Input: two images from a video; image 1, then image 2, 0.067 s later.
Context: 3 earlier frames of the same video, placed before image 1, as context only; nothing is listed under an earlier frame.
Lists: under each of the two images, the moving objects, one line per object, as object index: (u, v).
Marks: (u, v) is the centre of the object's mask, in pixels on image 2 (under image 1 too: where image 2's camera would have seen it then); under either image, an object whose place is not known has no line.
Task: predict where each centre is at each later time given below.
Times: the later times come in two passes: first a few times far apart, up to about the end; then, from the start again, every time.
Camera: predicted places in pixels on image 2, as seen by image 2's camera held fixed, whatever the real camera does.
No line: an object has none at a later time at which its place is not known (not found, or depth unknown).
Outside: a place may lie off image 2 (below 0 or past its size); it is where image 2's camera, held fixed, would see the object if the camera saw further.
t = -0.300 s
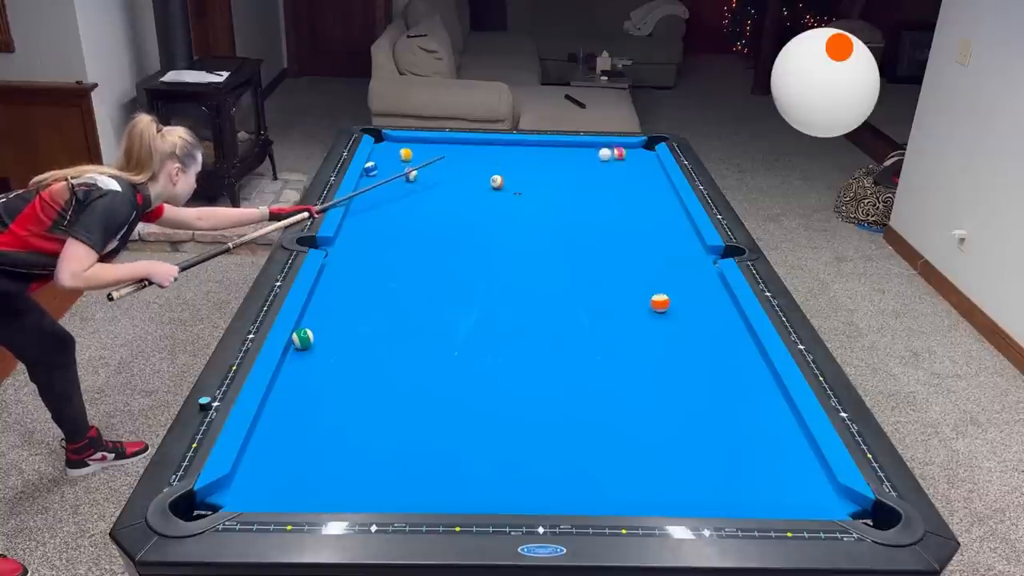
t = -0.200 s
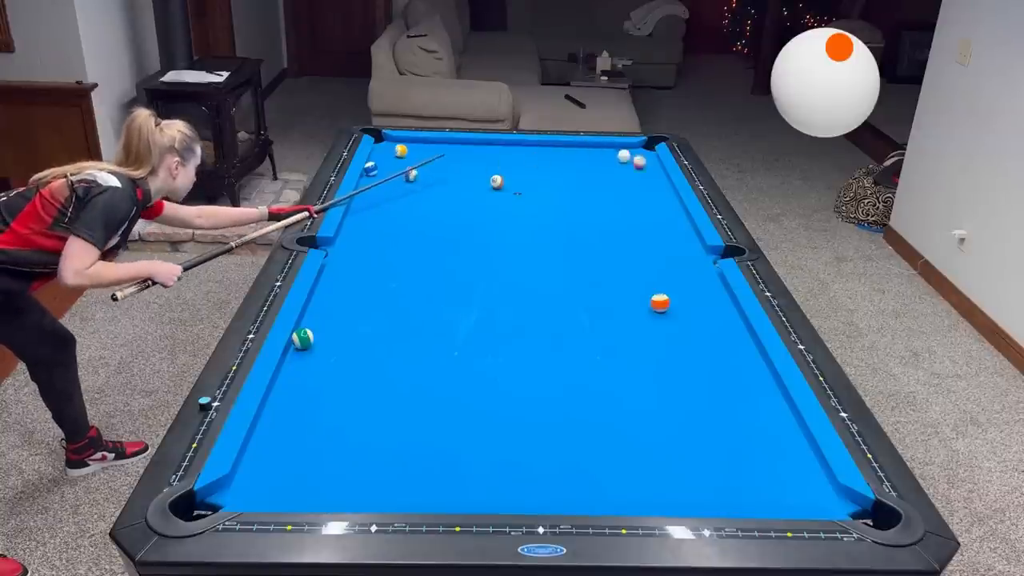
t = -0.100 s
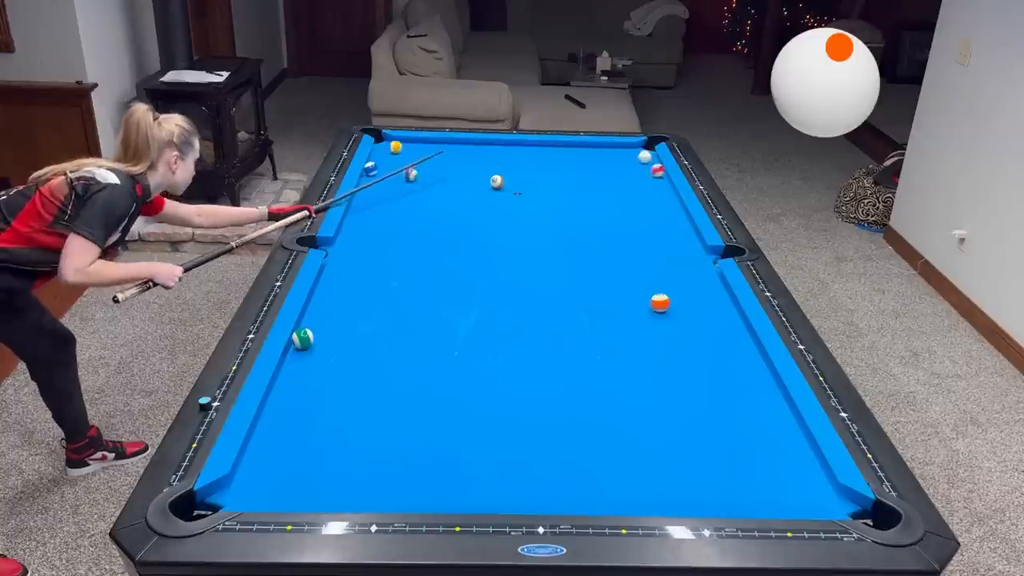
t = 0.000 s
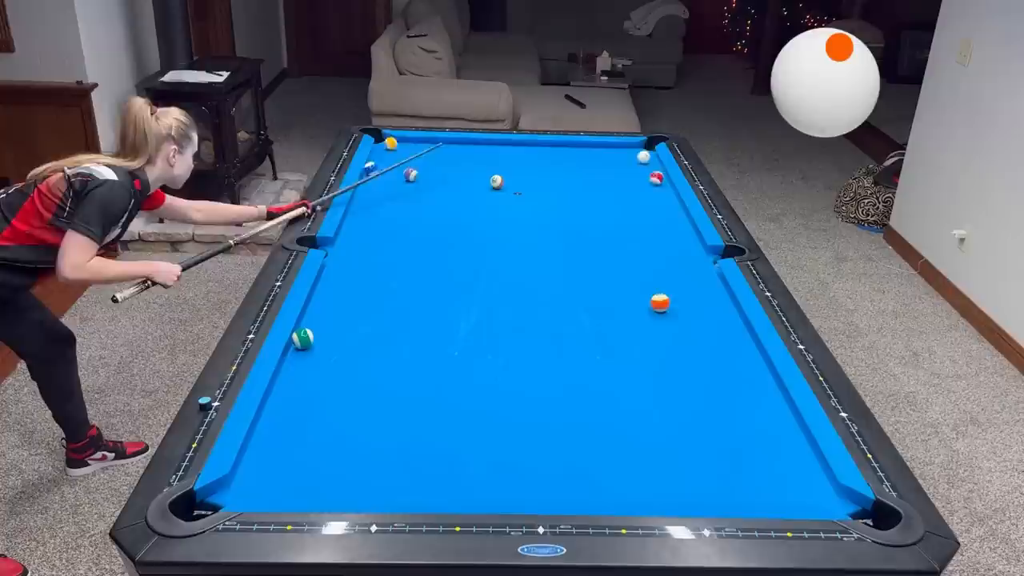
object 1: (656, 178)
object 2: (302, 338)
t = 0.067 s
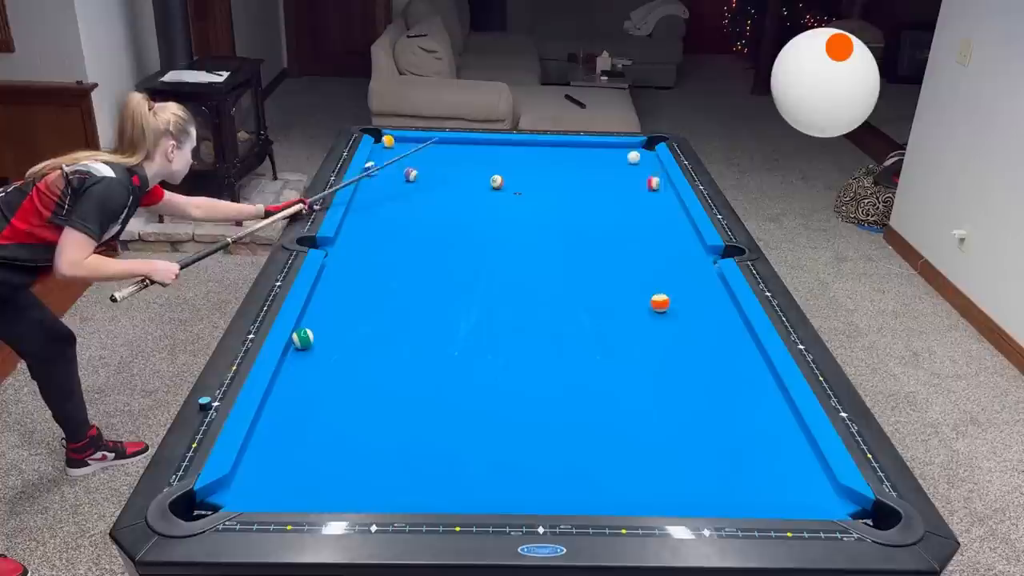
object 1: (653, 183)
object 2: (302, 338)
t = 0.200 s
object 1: (648, 194)
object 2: (302, 338)
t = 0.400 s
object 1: (640, 210)
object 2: (302, 338)
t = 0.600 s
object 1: (631, 228)
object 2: (302, 338)
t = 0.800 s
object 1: (622, 248)
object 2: (302, 338)
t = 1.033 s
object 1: (610, 273)
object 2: (302, 338)
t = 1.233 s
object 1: (598, 297)
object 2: (302, 338)
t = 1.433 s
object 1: (586, 323)
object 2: (302, 338)
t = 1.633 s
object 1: (572, 352)
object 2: (302, 338)
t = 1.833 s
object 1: (556, 384)
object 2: (302, 338)
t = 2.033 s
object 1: (539, 421)
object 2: (302, 338)
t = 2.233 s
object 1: (519, 463)
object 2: (302, 338)
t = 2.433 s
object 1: (492, 484)
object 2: (302, 338)
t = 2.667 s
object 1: (454, 455)
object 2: (302, 338)
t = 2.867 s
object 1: (425, 434)
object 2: (302, 338)
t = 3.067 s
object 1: (399, 416)
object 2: (302, 338)
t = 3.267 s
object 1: (375, 399)
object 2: (302, 338)
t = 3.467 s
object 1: (353, 383)
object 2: (302, 338)
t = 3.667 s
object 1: (332, 369)
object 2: (302, 338)
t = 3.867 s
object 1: (313, 356)
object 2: (302, 338)
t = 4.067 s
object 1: (297, 349)
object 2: (302, 331)
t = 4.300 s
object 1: (304, 346)
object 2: (308, 325)
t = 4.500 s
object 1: (311, 344)
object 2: (314, 320)
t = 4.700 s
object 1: (317, 342)
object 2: (319, 314)
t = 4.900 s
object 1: (322, 340)
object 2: (323, 309)
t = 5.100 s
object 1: (326, 339)
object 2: (328, 306)
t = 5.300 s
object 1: (329, 339)
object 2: (331, 302)
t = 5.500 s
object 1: (332, 338)
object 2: (335, 299)
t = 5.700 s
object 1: (332, 338)
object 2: (337, 296)
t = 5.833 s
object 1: (332, 338)
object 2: (339, 294)
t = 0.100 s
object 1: (652, 186)
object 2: (302, 338)
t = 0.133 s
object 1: (651, 188)
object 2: (302, 338)
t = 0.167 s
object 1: (649, 191)
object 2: (302, 338)
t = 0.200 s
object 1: (648, 194)
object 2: (302, 338)
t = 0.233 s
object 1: (647, 196)
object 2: (302, 338)
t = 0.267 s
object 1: (645, 199)
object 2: (302, 338)
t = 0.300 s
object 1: (645, 202)
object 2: (302, 338)
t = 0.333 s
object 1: (643, 204)
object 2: (302, 338)
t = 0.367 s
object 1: (641, 208)
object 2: (302, 338)
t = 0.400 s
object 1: (640, 210)
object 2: (302, 338)
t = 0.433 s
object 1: (639, 213)
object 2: (302, 338)
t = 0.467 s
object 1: (637, 216)
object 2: (302, 338)
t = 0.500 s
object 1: (636, 219)
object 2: (302, 338)
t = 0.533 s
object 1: (634, 222)
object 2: (302, 338)
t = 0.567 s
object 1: (633, 225)
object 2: (302, 338)
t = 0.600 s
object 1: (631, 228)
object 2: (302, 338)
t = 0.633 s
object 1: (630, 231)
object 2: (302, 338)
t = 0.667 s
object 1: (628, 235)
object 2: (302, 338)
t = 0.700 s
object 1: (627, 238)
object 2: (302, 338)
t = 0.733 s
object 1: (625, 241)
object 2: (302, 338)
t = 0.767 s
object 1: (624, 244)
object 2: (302, 338)
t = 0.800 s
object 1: (622, 248)
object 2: (302, 338)
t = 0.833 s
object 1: (620, 251)
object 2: (302, 338)
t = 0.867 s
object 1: (619, 254)
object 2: (302, 338)
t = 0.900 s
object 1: (617, 258)
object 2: (302, 338)
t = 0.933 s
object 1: (615, 261)
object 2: (302, 338)
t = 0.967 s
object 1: (613, 265)
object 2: (302, 338)
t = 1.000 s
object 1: (612, 269)
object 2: (302, 338)
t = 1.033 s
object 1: (610, 273)
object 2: (302, 338)
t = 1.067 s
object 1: (608, 277)
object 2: (302, 338)
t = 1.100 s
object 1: (607, 280)
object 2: (302, 338)
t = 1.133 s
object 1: (604, 284)
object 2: (302, 338)
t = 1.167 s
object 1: (602, 288)
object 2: (302, 338)
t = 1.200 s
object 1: (600, 292)
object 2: (302, 338)
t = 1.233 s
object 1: (598, 297)
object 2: (302, 338)
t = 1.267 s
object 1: (596, 301)
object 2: (302, 338)
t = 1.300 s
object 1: (594, 305)
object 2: (302, 338)
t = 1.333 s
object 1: (592, 309)
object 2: (302, 338)
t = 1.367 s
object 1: (590, 314)
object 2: (302, 338)
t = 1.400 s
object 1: (588, 318)
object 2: (302, 338)
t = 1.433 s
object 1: (586, 323)
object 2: (302, 338)
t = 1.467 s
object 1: (583, 327)
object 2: (302, 338)
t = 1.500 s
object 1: (581, 332)
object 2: (302, 338)
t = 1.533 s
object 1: (579, 337)
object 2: (302, 338)
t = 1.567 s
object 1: (576, 341)
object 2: (302, 338)
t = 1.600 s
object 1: (574, 347)
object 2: (302, 338)
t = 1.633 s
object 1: (572, 352)
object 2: (302, 338)
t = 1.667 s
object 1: (569, 357)
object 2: (302, 338)
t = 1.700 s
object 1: (566, 362)
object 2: (302, 338)
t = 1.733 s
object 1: (564, 368)
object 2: (302, 338)
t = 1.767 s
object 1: (561, 373)
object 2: (302, 338)
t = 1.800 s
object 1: (559, 378)
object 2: (302, 338)
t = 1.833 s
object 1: (556, 384)
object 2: (302, 338)
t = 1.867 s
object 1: (554, 390)
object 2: (302, 338)
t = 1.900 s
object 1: (550, 396)
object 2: (302, 338)
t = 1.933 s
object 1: (548, 402)
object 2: (302, 338)
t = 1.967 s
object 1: (545, 408)
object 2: (302, 338)
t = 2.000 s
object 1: (542, 415)
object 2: (302, 338)
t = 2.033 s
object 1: (539, 421)
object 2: (302, 338)
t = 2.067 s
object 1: (535, 428)
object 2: (302, 338)
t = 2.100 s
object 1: (532, 434)
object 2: (302, 338)
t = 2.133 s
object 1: (529, 441)
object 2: (302, 338)
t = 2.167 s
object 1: (526, 448)
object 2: (302, 338)
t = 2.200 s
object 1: (522, 456)
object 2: (302, 338)
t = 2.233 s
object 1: (519, 463)
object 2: (302, 338)
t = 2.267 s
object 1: (515, 470)
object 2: (302, 338)
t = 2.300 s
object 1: (511, 478)
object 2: (302, 338)
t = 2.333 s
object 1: (508, 485)
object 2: (302, 338)
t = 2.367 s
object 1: (504, 489)
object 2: (302, 338)
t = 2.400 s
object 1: (498, 487)
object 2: (302, 338)
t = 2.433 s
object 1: (492, 484)
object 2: (302, 338)
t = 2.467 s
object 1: (486, 479)
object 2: (302, 338)
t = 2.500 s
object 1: (481, 474)
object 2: (302, 338)
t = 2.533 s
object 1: (475, 470)
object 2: (302, 338)
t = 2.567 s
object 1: (470, 466)
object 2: (302, 338)
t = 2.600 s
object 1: (465, 462)
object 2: (302, 338)
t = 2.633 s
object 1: (460, 459)
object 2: (302, 338)
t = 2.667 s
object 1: (454, 455)
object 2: (302, 338)
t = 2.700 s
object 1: (449, 451)
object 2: (302, 338)
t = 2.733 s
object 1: (444, 448)
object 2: (302, 338)
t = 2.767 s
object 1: (439, 444)
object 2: (302, 338)
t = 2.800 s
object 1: (435, 441)
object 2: (302, 338)
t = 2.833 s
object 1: (430, 438)
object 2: (302, 338)
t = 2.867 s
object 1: (425, 434)
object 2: (302, 338)
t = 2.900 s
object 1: (421, 432)
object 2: (302, 338)
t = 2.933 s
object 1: (416, 428)
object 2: (302, 338)
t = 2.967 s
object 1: (412, 425)
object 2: (302, 338)
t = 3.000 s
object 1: (408, 422)
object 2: (302, 338)
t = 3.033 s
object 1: (403, 419)
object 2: (302, 338)
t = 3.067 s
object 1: (399, 416)
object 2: (302, 338)
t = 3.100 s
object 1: (395, 412)
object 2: (302, 338)
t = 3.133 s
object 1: (391, 410)
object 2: (302, 338)
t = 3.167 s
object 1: (387, 407)
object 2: (302, 338)
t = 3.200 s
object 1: (382, 404)
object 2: (302, 338)
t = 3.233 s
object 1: (379, 401)
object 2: (302, 338)
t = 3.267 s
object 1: (375, 399)
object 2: (302, 338)
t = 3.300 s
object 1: (371, 396)
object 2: (302, 338)
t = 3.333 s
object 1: (367, 393)
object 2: (302, 338)
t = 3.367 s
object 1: (363, 391)
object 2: (302, 338)
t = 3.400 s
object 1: (360, 388)
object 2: (302, 338)
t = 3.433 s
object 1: (356, 386)
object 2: (302, 338)
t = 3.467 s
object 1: (353, 383)
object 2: (302, 338)
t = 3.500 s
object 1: (349, 381)
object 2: (302, 338)
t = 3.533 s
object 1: (346, 378)
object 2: (302, 338)
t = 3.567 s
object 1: (342, 376)
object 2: (302, 338)
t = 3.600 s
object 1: (339, 374)
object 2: (302, 338)
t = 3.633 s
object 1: (335, 371)
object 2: (302, 338)
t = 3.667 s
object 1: (332, 369)
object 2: (302, 338)
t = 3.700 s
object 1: (329, 366)
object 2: (302, 338)
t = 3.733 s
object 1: (325, 364)
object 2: (302, 338)
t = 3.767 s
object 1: (323, 362)
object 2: (302, 338)
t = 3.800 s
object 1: (320, 360)
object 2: (302, 338)
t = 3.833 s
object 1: (316, 358)
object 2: (302, 338)
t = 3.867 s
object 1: (313, 356)
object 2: (302, 338)
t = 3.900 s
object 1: (311, 354)
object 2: (302, 337)
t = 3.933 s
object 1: (307, 352)
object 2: (302, 336)
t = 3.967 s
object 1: (305, 350)
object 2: (302, 334)
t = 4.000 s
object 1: (302, 349)
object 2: (302, 333)
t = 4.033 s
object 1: (300, 349)
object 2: (301, 332)
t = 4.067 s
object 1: (297, 349)
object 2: (302, 331)
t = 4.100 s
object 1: (295, 348)
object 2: (303, 330)
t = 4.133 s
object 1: (297, 348)
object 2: (304, 330)
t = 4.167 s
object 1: (298, 348)
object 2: (305, 329)
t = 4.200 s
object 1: (300, 347)
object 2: (306, 328)
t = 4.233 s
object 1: (301, 347)
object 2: (307, 327)
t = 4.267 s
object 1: (302, 347)
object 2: (307, 326)
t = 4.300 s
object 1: (304, 346)
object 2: (308, 325)
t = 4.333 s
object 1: (305, 346)
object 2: (309, 324)
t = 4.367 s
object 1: (306, 345)
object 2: (310, 323)
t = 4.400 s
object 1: (307, 345)
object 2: (311, 323)
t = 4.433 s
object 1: (308, 344)
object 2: (312, 322)
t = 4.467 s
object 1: (309, 344)
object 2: (313, 321)
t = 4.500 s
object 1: (311, 344)
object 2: (314, 320)
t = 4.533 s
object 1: (312, 343)
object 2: (315, 319)
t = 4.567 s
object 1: (313, 343)
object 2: (316, 319)
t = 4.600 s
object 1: (314, 343)
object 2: (316, 318)
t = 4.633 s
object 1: (315, 343)
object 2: (317, 316)
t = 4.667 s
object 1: (316, 342)
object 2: (318, 316)
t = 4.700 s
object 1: (317, 342)
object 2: (319, 314)
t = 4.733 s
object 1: (318, 342)
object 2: (320, 313)
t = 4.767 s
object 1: (318, 341)
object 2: (320, 313)
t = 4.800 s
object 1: (319, 341)
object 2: (321, 312)
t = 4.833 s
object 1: (320, 341)
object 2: (322, 311)
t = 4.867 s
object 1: (321, 341)
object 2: (322, 310)
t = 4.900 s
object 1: (322, 340)
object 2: (323, 309)
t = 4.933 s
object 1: (323, 340)
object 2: (324, 309)
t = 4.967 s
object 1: (323, 340)
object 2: (325, 308)
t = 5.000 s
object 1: (324, 340)
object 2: (325, 307)
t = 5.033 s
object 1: (325, 340)
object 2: (326, 307)
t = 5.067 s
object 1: (326, 340)
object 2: (327, 307)
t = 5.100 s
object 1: (326, 339)
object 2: (328, 306)
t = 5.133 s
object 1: (327, 339)
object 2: (328, 305)
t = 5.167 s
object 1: (327, 339)
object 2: (328, 304)
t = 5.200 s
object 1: (328, 339)
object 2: (329, 304)
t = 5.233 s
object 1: (329, 339)
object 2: (330, 303)
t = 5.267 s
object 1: (329, 339)
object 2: (331, 303)
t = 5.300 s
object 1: (329, 339)
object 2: (331, 302)
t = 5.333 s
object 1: (330, 339)
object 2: (332, 302)
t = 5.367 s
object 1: (330, 339)
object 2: (332, 301)
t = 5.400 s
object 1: (331, 338)
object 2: (333, 301)
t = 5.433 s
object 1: (331, 338)
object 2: (334, 300)
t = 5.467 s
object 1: (331, 338)
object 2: (334, 299)
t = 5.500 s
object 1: (332, 338)
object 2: (335, 299)
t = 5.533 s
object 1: (332, 338)
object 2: (335, 298)
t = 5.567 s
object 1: (332, 338)
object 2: (335, 298)
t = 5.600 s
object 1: (332, 338)
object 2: (336, 297)
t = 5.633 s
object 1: (332, 338)
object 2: (336, 297)
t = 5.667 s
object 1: (332, 338)
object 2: (337, 296)
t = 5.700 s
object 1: (332, 338)
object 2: (337, 296)
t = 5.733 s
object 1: (332, 338)
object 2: (337, 295)
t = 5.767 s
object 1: (332, 338)
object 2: (338, 295)
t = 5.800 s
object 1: (332, 338)
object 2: (338, 294)
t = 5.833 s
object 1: (332, 338)
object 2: (339, 294)
